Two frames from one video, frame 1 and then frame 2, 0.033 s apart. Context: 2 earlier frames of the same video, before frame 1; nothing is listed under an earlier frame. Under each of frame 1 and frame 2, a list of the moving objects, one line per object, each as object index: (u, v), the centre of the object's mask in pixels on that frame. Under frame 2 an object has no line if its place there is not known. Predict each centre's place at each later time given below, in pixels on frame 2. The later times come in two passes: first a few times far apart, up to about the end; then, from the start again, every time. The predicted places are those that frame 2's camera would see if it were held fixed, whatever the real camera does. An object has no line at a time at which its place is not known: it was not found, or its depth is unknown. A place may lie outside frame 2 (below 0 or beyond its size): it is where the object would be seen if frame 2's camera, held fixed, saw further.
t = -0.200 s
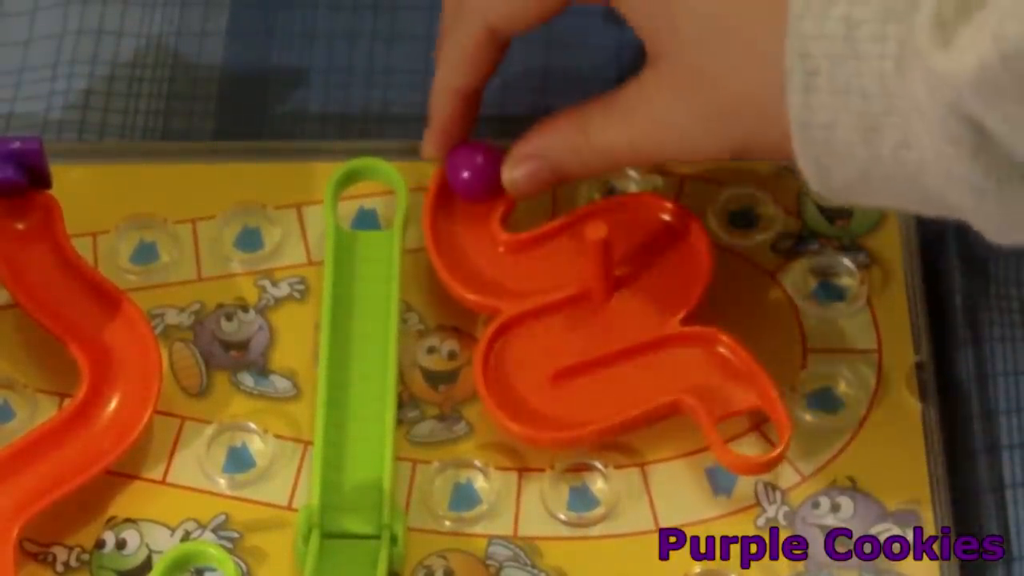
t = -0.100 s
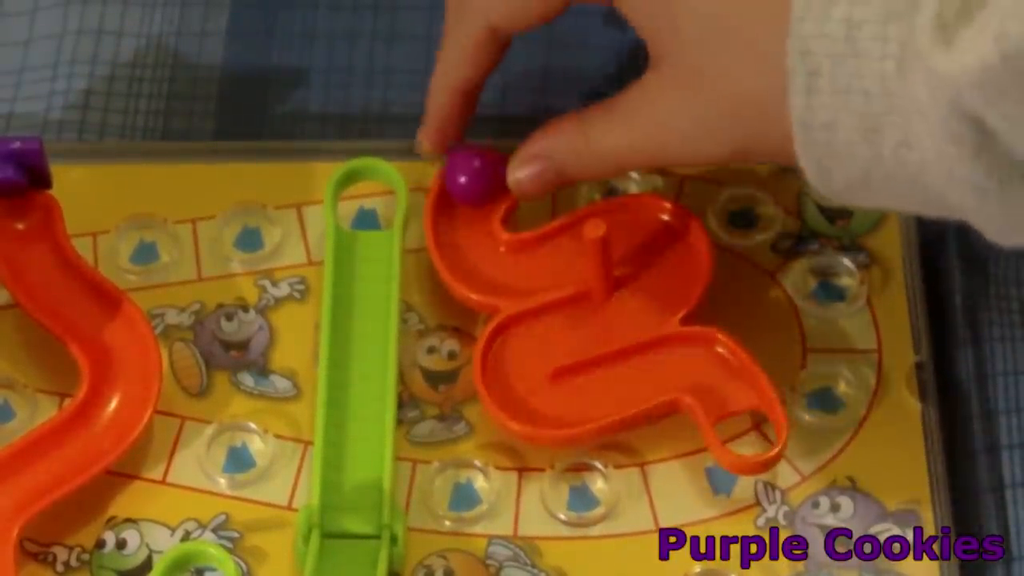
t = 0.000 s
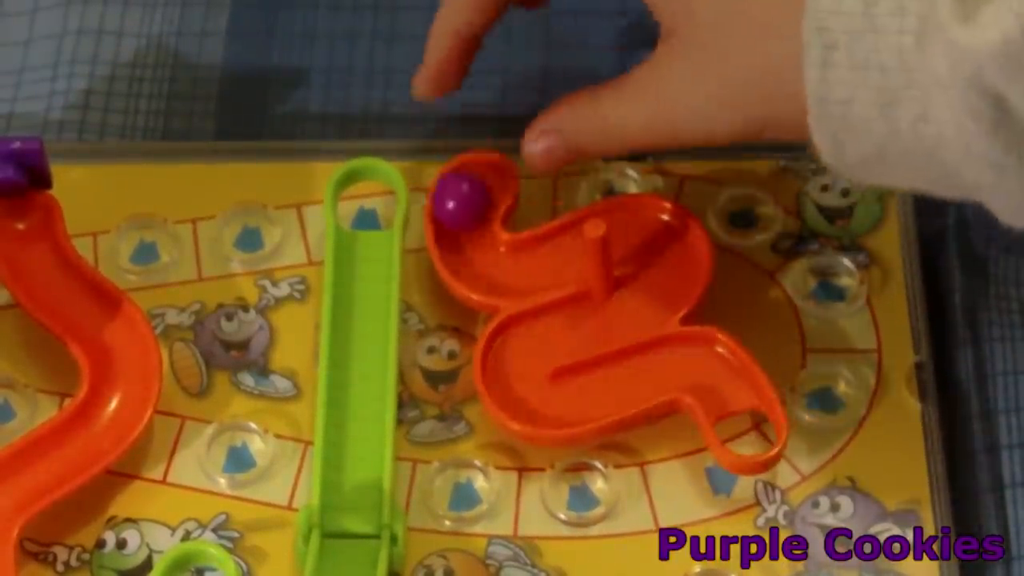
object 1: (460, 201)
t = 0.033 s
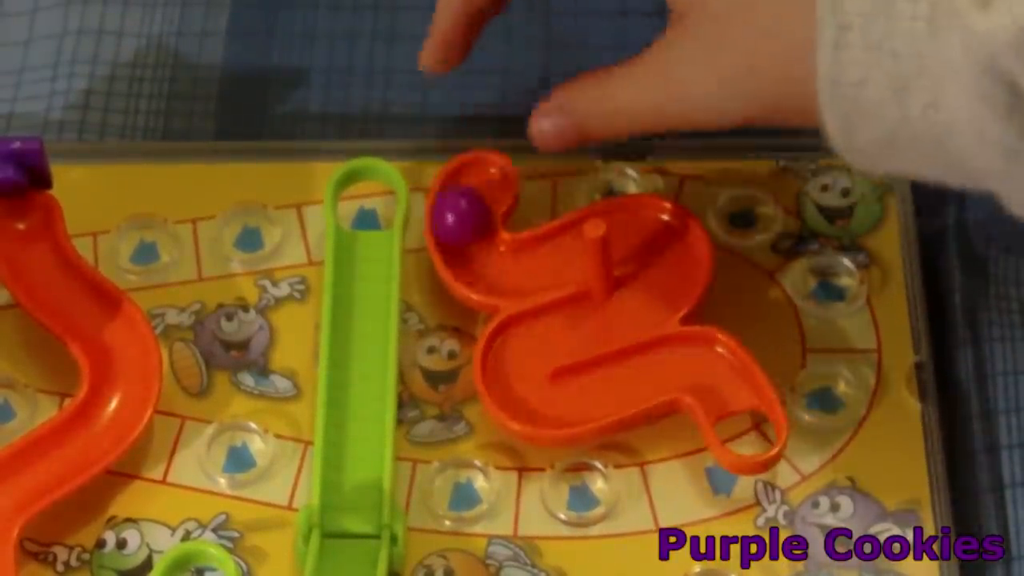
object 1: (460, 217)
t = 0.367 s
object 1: (560, 249)
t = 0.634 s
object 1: (470, 247)
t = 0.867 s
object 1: (462, 231)
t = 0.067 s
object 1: (462, 234)
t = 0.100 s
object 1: (473, 252)
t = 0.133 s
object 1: (492, 264)
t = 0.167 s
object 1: (514, 266)
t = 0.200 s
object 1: (534, 260)
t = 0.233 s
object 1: (550, 255)
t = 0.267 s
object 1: (559, 250)
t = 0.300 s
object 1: (560, 245)
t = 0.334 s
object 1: (560, 246)
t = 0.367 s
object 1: (560, 249)
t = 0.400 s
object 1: (557, 254)
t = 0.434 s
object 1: (550, 256)
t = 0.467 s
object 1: (537, 261)
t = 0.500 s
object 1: (525, 264)
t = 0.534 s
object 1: (510, 266)
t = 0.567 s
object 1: (494, 264)
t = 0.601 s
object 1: (480, 258)
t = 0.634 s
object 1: (470, 247)
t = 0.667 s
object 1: (466, 239)
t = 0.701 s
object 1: (462, 232)
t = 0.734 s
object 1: (460, 226)
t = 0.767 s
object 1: (460, 224)
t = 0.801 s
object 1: (460, 225)
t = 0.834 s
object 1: (460, 226)
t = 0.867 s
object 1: (462, 231)
